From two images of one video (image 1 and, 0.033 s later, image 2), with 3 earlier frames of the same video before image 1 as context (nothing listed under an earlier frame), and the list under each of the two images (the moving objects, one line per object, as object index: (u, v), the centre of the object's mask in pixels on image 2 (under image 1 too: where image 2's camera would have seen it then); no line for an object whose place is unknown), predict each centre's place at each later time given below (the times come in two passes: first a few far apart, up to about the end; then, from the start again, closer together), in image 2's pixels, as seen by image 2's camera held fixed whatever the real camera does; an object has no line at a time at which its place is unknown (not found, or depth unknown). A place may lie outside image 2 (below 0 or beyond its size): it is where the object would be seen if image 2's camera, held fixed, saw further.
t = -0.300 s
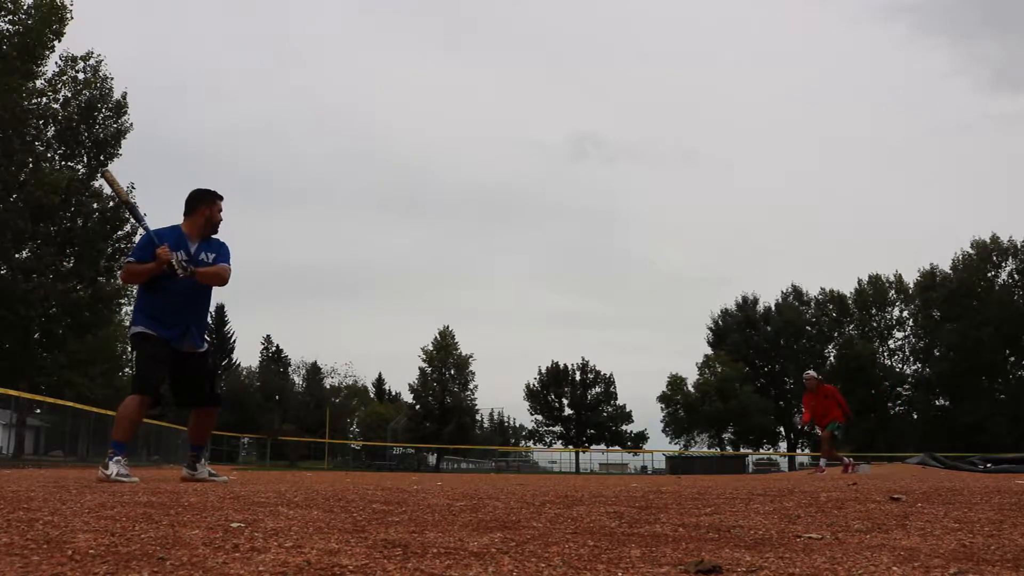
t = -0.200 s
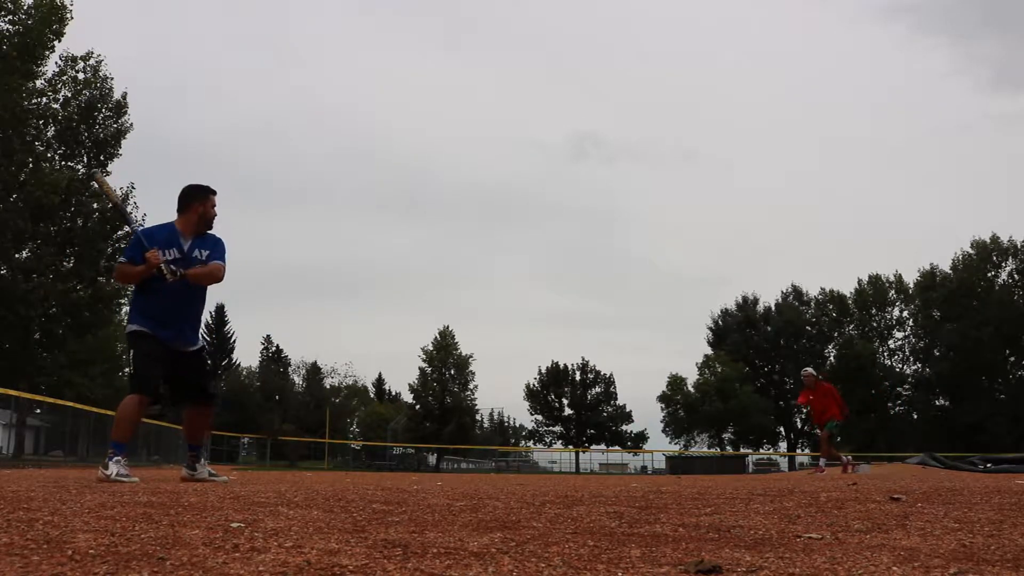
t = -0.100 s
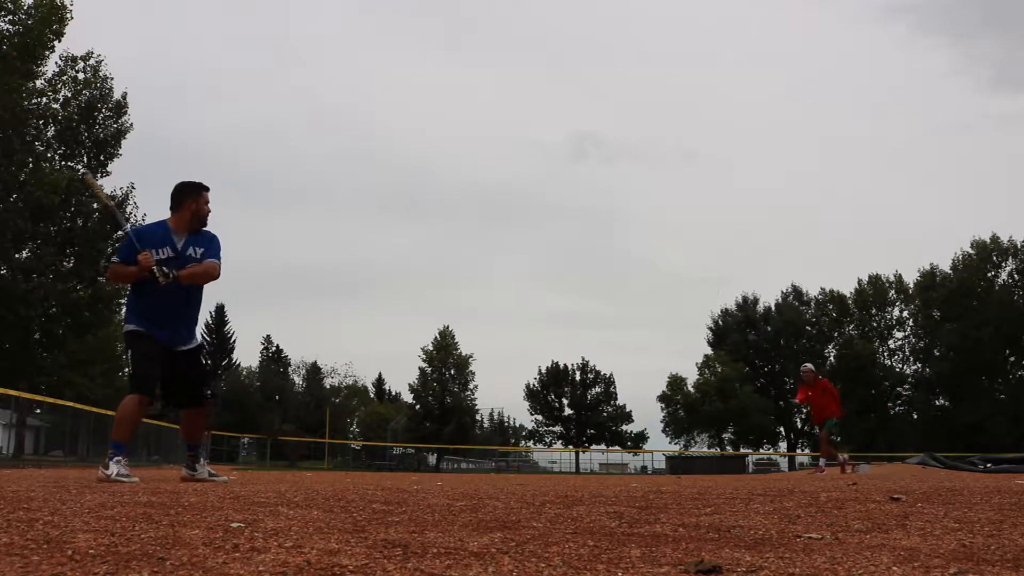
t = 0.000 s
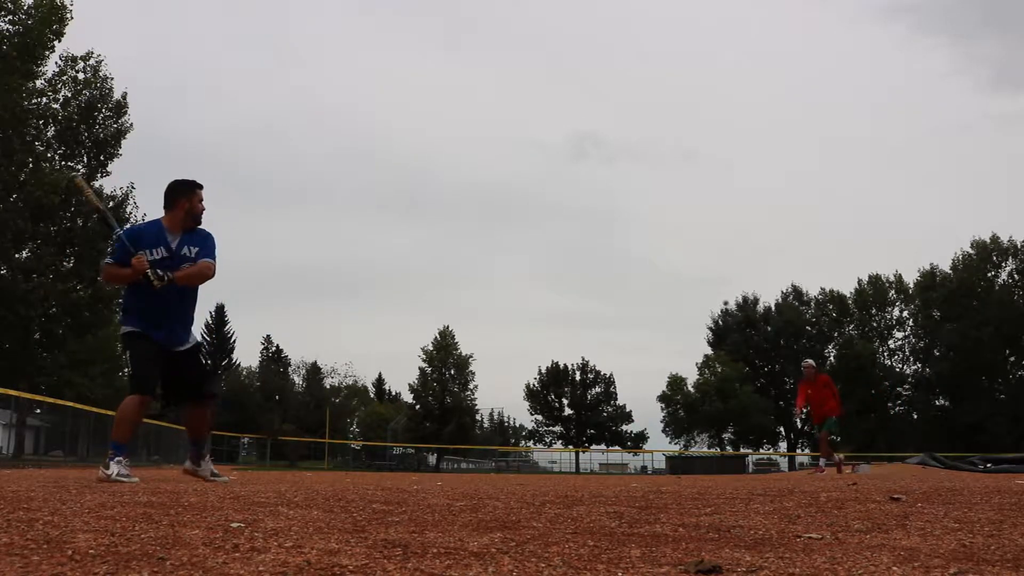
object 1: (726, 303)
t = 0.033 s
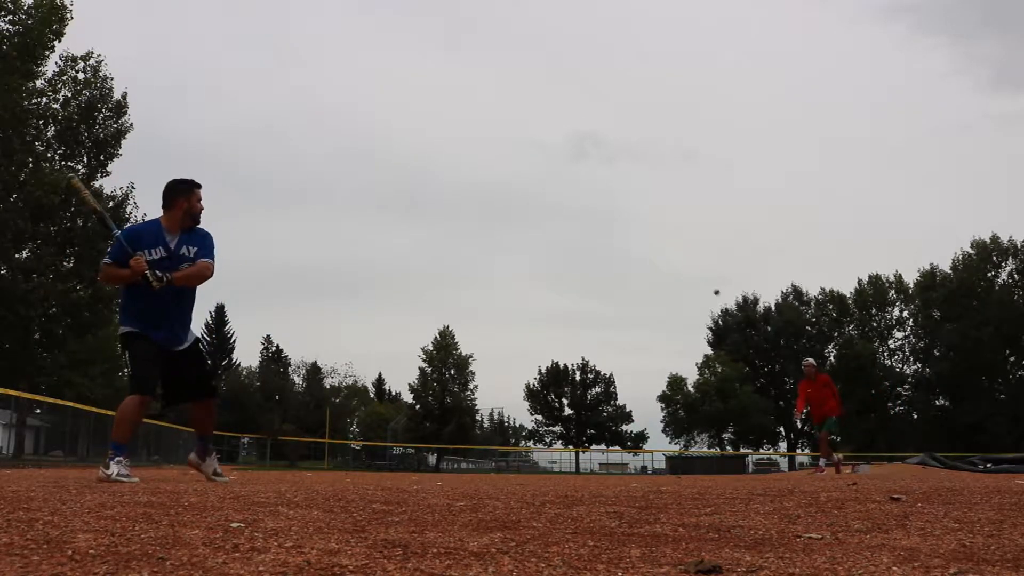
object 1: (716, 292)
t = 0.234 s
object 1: (655, 241)
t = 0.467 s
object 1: (560, 218)
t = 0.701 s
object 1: (420, 262)
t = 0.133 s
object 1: (687, 263)
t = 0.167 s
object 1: (677, 255)
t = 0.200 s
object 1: (666, 247)
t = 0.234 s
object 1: (655, 241)
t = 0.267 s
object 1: (643, 234)
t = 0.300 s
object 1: (631, 229)
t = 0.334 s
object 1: (619, 225)
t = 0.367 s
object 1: (605, 222)
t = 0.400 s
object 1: (591, 219)
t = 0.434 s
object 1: (576, 218)
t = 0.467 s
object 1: (560, 218)
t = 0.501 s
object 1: (543, 219)
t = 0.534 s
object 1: (526, 222)
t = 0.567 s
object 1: (508, 226)
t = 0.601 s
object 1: (488, 232)
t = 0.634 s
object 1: (467, 240)
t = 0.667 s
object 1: (444, 250)
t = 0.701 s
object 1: (420, 262)
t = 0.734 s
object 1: (394, 277)
